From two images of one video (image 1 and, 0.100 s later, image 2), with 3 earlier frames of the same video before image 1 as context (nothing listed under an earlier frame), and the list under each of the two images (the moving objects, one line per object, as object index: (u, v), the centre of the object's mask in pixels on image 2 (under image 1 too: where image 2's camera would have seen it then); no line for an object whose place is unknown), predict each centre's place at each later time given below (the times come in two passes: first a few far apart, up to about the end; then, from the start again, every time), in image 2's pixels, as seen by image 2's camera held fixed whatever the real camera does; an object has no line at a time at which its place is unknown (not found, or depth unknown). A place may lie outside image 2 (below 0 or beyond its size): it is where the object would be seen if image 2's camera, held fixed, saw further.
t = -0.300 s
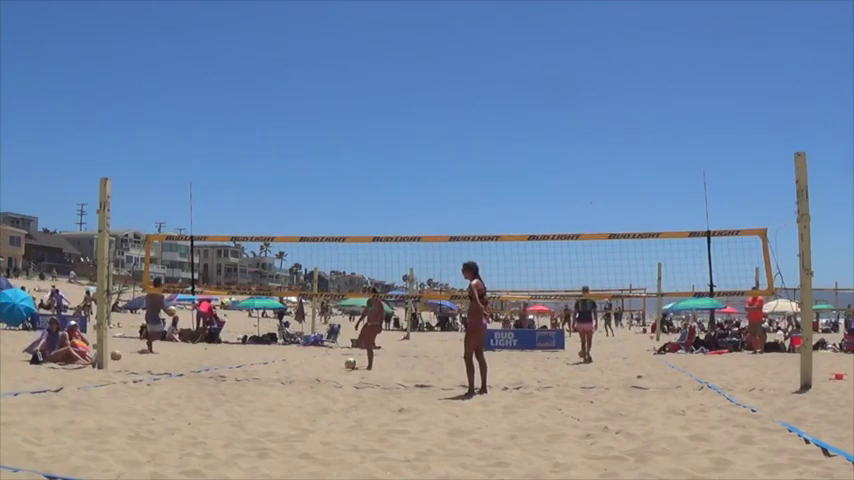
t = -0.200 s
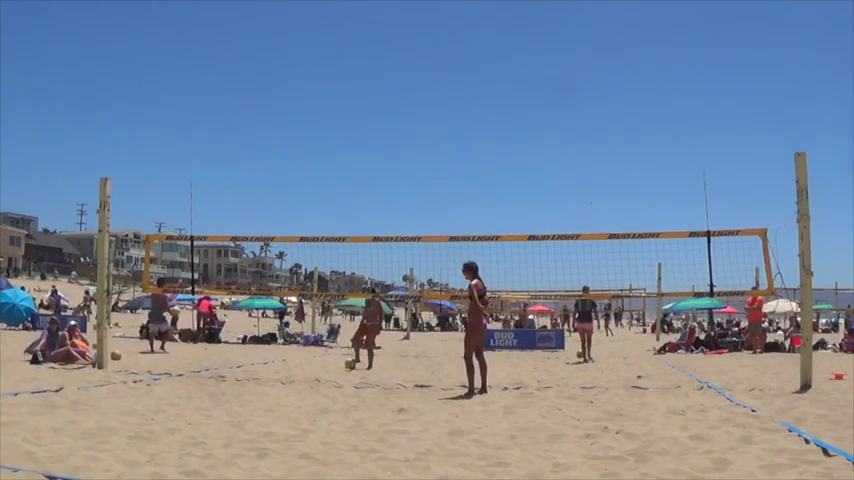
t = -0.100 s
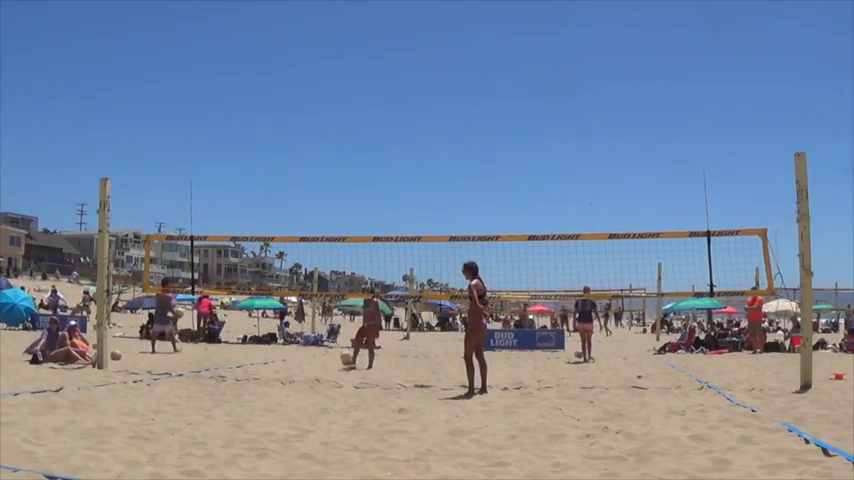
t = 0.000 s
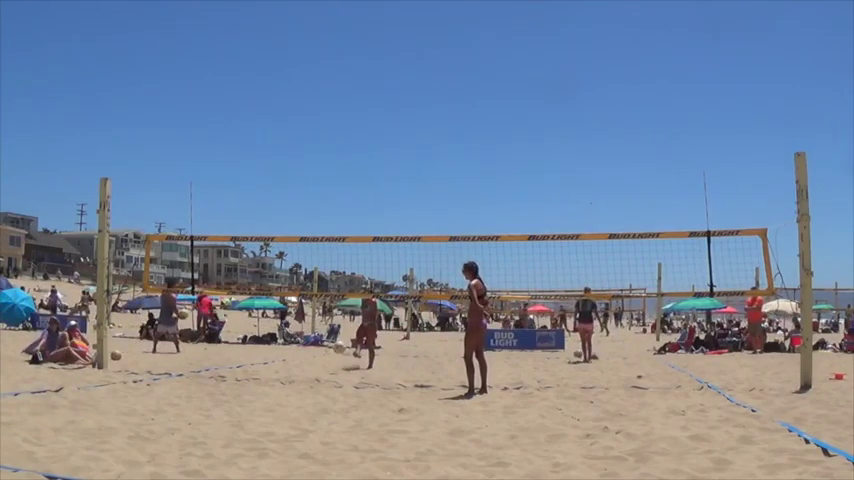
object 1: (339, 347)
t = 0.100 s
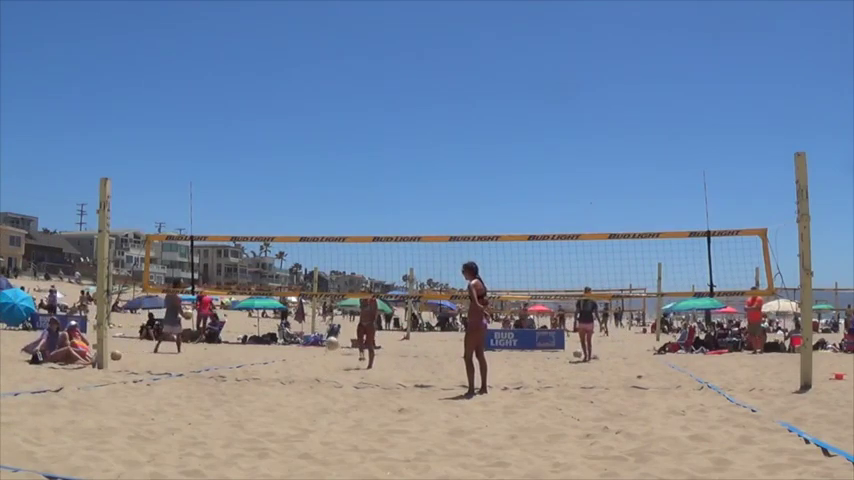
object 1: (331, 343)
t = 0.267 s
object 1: (318, 352)
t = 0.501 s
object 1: (295, 388)
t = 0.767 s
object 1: (298, 382)
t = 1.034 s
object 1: (294, 399)
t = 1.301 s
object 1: (286, 425)
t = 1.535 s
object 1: (284, 420)
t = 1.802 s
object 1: (279, 441)
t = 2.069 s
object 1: (280, 452)
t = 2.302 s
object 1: (293, 458)
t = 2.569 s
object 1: (307, 467)
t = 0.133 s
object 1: (329, 343)
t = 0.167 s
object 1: (327, 344)
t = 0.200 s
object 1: (324, 345)
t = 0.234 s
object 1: (321, 348)
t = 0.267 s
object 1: (318, 352)
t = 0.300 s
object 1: (314, 356)
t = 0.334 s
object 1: (311, 362)
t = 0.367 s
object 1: (307, 368)
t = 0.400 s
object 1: (303, 376)
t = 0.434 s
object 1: (299, 385)
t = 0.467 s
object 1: (295, 393)
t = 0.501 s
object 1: (295, 388)
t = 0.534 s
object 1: (296, 384)
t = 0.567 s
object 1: (296, 381)
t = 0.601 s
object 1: (297, 379)
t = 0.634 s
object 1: (297, 377)
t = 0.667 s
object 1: (297, 377)
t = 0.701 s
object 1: (298, 377)
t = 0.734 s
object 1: (298, 379)
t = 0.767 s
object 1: (298, 382)
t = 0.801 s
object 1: (298, 386)
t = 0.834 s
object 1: (298, 391)
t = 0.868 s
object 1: (298, 398)
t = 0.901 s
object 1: (298, 406)
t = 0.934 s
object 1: (297, 409)
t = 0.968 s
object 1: (297, 404)
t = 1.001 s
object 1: (296, 401)
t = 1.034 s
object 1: (294, 399)
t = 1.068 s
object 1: (293, 397)
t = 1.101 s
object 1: (292, 398)
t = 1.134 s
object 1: (291, 399)
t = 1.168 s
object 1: (290, 401)
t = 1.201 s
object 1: (289, 406)
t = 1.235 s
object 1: (288, 411)
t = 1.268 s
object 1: (286, 418)
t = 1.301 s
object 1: (286, 425)
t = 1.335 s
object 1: (284, 426)
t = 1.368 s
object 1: (284, 422)
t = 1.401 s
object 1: (283, 419)
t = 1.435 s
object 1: (283, 417)
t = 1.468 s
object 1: (283, 416)
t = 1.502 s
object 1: (283, 417)
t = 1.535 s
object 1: (284, 420)
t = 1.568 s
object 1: (283, 423)
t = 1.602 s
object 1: (283, 428)
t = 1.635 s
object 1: (283, 433)
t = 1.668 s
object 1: (282, 437)
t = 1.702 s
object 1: (281, 440)
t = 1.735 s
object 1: (280, 441)
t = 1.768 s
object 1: (280, 440)
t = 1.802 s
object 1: (279, 441)
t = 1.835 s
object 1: (279, 442)
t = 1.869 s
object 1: (279, 442)
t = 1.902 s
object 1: (279, 444)
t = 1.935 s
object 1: (279, 444)
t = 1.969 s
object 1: (279, 444)
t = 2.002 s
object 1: (279, 446)
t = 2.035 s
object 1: (280, 449)
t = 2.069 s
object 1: (280, 452)
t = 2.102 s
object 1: (281, 455)
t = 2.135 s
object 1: (282, 458)
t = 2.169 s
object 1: (285, 457)
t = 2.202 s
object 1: (287, 456)
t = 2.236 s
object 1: (289, 456)
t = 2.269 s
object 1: (291, 456)
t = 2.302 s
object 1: (293, 458)
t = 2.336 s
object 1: (295, 460)
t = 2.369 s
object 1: (297, 461)
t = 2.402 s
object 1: (299, 462)
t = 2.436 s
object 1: (301, 464)
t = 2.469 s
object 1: (303, 466)
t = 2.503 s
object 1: (305, 466)
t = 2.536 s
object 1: (307, 466)
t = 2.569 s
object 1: (307, 467)
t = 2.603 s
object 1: (308, 467)
